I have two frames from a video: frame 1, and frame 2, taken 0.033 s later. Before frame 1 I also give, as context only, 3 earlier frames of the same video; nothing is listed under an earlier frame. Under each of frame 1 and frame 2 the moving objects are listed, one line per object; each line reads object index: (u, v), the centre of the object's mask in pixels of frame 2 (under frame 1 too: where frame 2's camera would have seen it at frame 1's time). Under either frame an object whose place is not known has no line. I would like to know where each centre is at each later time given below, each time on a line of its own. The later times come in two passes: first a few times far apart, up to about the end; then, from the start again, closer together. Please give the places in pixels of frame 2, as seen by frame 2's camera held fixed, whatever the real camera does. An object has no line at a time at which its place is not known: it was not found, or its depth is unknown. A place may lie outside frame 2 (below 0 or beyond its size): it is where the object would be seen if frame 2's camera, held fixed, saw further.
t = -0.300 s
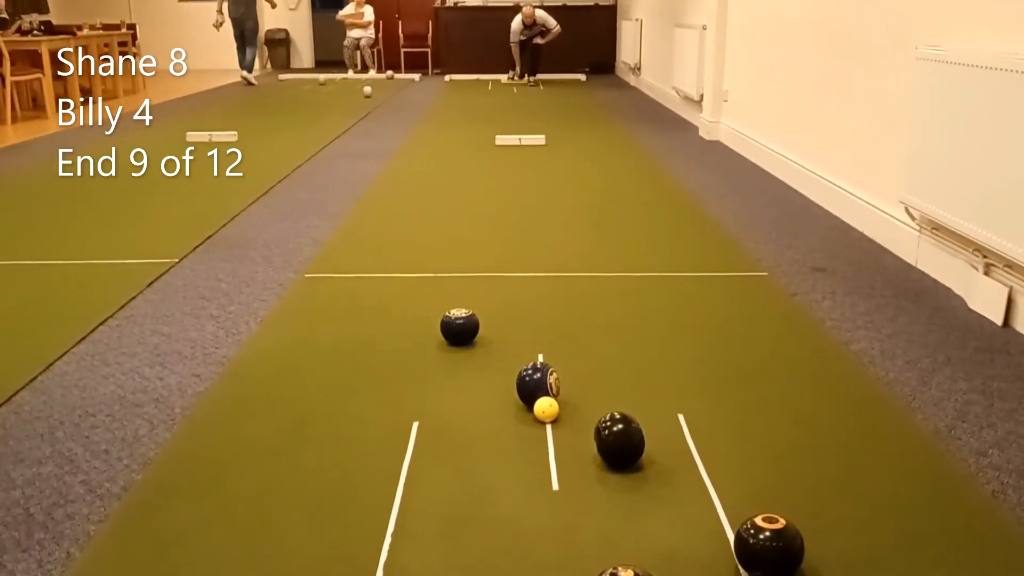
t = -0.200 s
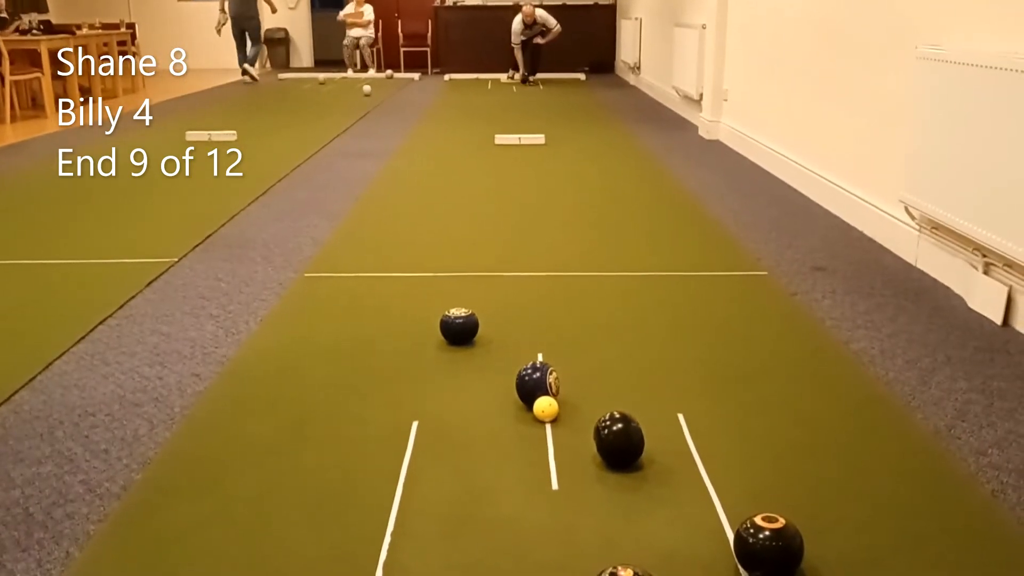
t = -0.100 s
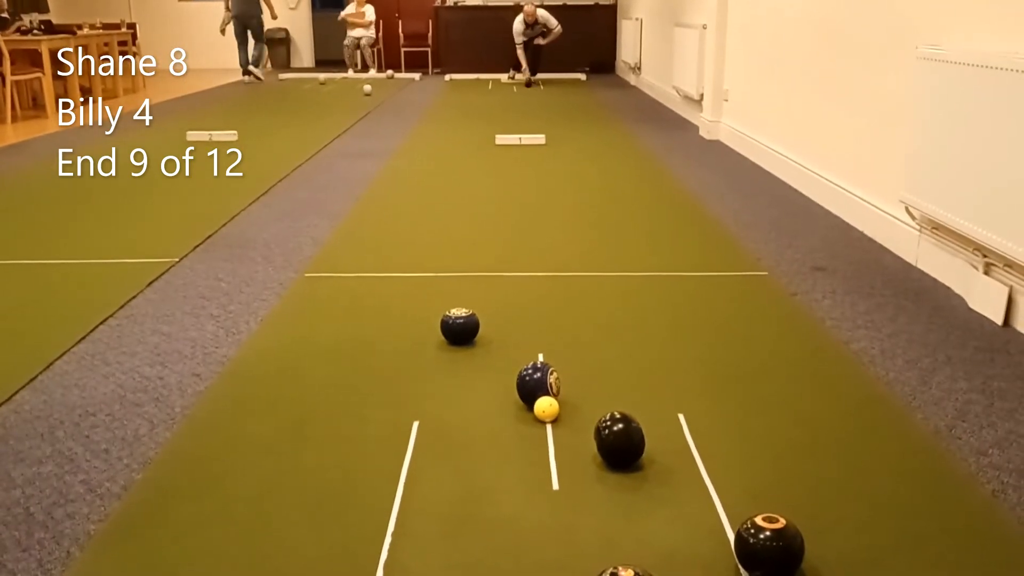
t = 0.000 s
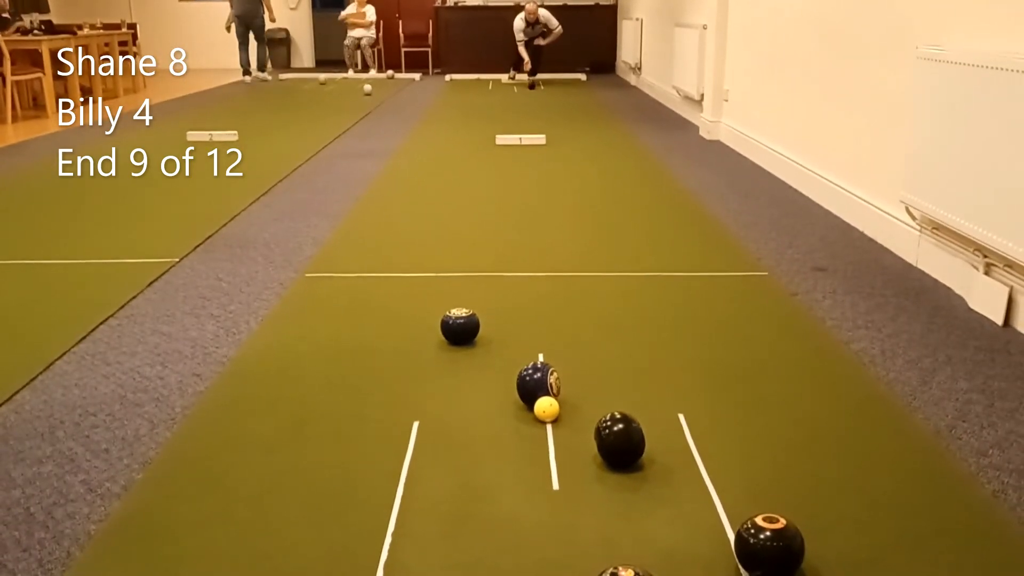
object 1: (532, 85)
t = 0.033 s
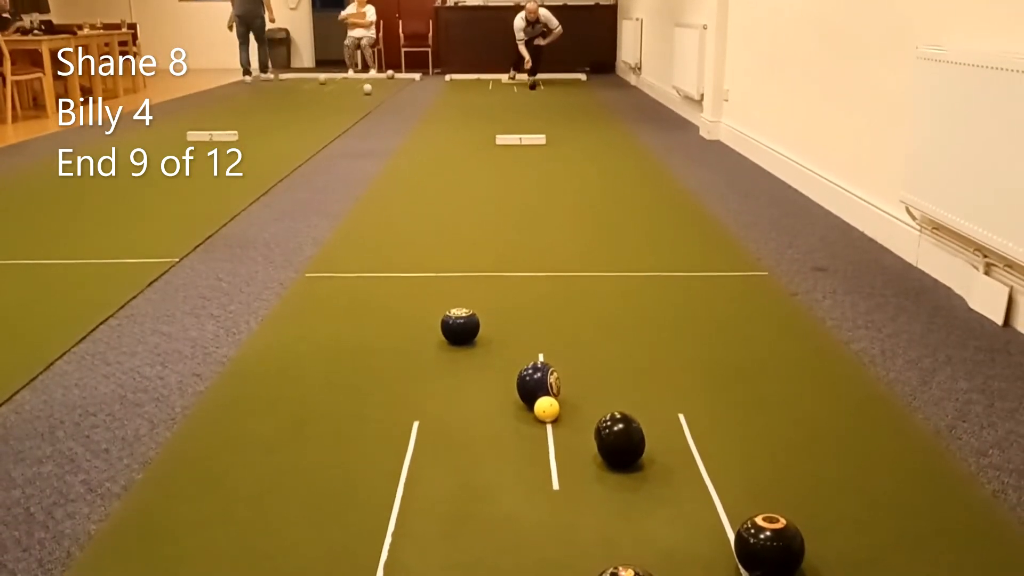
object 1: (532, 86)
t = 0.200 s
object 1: (537, 87)
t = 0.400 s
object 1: (543, 91)
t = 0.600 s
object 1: (548, 95)
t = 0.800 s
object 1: (554, 98)
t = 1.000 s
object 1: (560, 101)
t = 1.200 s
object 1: (565, 105)
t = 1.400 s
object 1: (572, 109)
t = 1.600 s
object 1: (578, 113)
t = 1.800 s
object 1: (585, 118)
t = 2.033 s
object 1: (593, 123)
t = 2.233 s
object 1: (600, 129)
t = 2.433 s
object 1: (606, 134)
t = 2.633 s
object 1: (613, 140)
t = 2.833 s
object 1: (619, 147)
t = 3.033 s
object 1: (626, 154)
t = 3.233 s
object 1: (631, 161)
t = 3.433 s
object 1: (637, 169)
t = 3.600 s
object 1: (642, 176)
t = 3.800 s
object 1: (646, 185)
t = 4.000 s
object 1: (651, 194)
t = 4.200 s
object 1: (657, 204)
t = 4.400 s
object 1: (662, 215)
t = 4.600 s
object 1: (665, 226)
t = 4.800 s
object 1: (669, 237)
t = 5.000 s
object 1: (674, 250)
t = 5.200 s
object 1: (679, 263)
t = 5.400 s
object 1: (684, 277)
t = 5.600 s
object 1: (688, 293)
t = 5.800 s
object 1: (692, 308)
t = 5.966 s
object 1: (694, 321)
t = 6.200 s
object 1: (696, 340)
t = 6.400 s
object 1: (696, 358)
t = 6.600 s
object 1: (695, 375)
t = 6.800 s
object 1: (692, 393)
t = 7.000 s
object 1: (688, 411)
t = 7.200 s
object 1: (685, 428)
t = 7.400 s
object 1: (679, 444)
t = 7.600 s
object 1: (672, 459)
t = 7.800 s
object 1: (665, 474)
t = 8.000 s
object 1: (657, 487)
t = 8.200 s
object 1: (650, 501)
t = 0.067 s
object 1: (533, 85)
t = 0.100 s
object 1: (535, 86)
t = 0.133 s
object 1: (535, 86)
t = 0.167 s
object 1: (536, 87)
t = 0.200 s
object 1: (537, 87)
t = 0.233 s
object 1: (538, 88)
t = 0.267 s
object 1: (539, 88)
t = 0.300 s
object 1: (540, 89)
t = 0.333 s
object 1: (541, 90)
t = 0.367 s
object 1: (542, 91)
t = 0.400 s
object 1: (543, 91)
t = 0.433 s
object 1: (543, 91)
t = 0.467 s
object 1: (544, 91)
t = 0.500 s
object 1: (544, 93)
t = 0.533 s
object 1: (546, 94)
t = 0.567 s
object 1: (547, 94)
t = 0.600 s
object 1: (548, 95)
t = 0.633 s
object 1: (549, 95)
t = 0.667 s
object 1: (550, 96)
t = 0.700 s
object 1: (551, 96)
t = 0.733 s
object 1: (552, 97)
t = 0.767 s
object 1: (553, 97)
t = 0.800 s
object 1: (554, 98)
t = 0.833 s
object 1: (555, 99)
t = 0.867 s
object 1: (557, 100)
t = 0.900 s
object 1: (558, 100)
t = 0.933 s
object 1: (559, 101)
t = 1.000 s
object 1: (560, 101)
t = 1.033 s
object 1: (561, 102)
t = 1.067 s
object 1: (561, 102)
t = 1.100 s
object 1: (563, 103)
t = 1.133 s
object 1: (564, 104)
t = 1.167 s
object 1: (565, 104)
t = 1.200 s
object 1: (565, 105)
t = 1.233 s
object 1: (567, 106)
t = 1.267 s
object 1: (568, 106)
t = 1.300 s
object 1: (569, 107)
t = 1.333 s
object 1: (570, 108)
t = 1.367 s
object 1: (571, 108)
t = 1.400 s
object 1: (572, 109)
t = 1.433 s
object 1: (573, 110)
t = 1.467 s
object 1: (574, 110)
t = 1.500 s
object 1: (575, 111)
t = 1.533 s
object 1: (576, 112)
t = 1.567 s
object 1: (577, 112)
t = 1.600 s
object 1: (578, 113)
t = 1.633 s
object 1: (580, 114)
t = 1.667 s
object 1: (581, 115)
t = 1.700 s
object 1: (582, 116)
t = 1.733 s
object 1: (583, 116)
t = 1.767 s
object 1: (584, 117)
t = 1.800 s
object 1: (585, 118)
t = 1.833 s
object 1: (586, 119)
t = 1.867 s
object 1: (587, 120)
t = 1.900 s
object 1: (588, 120)
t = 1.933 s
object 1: (590, 121)
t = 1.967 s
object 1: (590, 122)
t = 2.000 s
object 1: (592, 123)
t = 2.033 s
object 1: (593, 123)
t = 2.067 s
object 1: (594, 124)
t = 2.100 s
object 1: (595, 125)
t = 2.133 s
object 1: (596, 126)
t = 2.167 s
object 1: (597, 127)
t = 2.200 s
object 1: (598, 128)
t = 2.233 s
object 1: (600, 129)
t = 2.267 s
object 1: (600, 130)
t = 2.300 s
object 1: (602, 131)
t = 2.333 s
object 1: (603, 131)
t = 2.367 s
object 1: (604, 133)
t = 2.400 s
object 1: (605, 133)
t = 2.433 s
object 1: (606, 134)
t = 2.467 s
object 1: (607, 136)
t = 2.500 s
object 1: (608, 136)
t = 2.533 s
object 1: (609, 138)
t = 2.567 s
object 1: (610, 139)
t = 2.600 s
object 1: (612, 140)
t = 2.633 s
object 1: (613, 140)
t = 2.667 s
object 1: (614, 142)
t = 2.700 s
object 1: (615, 143)
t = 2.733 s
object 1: (616, 144)
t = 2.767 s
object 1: (617, 145)
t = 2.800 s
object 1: (618, 146)
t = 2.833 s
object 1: (619, 147)
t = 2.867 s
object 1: (621, 148)
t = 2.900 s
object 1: (621, 149)
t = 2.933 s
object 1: (622, 150)
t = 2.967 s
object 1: (623, 151)
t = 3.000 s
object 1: (625, 153)
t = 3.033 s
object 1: (626, 154)
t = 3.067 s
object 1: (627, 155)
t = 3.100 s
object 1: (628, 156)
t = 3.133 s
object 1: (629, 157)
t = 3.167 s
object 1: (630, 158)
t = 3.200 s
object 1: (631, 160)
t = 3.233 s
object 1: (631, 161)
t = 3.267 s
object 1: (632, 162)
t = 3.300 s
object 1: (633, 163)
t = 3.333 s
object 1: (635, 165)
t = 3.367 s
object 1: (635, 166)
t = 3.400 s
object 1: (636, 167)
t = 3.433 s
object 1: (637, 169)
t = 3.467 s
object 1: (638, 170)
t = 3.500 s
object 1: (639, 172)
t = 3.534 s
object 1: (640, 173)
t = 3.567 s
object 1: (641, 174)
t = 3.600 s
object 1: (642, 176)
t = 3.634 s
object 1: (642, 177)
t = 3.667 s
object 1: (643, 179)
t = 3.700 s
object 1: (644, 180)
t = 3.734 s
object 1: (645, 181)
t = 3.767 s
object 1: (646, 183)
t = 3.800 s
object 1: (646, 185)
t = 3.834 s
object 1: (647, 186)
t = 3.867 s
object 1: (648, 188)
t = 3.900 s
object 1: (649, 189)
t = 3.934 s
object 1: (650, 191)
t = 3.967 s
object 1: (651, 192)
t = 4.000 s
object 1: (651, 194)
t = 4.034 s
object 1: (653, 196)
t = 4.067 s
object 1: (654, 198)
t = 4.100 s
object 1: (655, 199)
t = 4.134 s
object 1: (656, 201)
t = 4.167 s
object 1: (656, 203)
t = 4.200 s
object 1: (657, 204)
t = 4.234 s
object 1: (658, 206)
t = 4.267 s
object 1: (658, 208)
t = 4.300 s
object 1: (659, 209)
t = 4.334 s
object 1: (660, 211)
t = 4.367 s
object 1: (660, 213)
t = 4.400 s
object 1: (662, 215)
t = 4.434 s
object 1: (662, 217)
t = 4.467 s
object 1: (663, 219)
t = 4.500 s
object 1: (664, 220)
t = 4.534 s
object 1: (664, 222)
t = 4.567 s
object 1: (665, 224)
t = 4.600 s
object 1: (665, 226)
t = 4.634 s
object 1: (666, 228)
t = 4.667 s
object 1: (667, 230)
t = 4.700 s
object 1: (668, 232)
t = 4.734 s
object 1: (668, 234)
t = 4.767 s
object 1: (669, 236)
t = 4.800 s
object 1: (669, 237)
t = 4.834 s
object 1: (670, 240)
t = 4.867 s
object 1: (671, 242)
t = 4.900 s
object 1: (672, 244)
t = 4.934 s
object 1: (673, 246)
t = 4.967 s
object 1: (673, 248)
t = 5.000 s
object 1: (674, 250)
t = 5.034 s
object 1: (675, 252)
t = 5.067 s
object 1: (676, 255)
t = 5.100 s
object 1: (677, 257)
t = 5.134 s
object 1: (677, 259)
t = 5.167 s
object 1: (678, 261)
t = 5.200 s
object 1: (679, 263)
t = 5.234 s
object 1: (680, 266)
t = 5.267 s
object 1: (681, 268)
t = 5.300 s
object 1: (682, 271)
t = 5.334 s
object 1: (682, 273)
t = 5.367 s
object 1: (683, 275)
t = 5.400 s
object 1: (684, 277)
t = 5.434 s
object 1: (685, 280)
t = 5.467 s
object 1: (685, 282)
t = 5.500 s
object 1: (686, 285)
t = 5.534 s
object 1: (687, 287)
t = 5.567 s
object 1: (688, 290)
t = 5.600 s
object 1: (688, 293)
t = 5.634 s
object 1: (689, 295)
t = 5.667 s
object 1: (690, 297)
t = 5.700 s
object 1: (691, 301)
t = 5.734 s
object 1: (691, 303)
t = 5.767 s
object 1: (692, 306)
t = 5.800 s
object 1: (692, 308)
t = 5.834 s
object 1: (692, 311)
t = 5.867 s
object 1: (693, 313)
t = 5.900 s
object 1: (693, 316)
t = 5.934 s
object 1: (694, 318)
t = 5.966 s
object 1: (694, 321)
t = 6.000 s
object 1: (695, 324)
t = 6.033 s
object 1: (695, 326)
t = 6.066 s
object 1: (696, 329)
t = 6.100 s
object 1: (696, 332)
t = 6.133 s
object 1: (696, 335)
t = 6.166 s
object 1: (696, 338)
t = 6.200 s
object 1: (696, 340)
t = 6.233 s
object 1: (696, 344)
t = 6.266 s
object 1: (696, 346)
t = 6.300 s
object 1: (696, 349)
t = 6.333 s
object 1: (696, 352)
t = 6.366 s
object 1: (696, 355)
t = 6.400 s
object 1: (696, 358)
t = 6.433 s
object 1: (696, 360)
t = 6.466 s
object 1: (696, 363)
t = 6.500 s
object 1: (696, 366)
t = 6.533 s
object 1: (695, 369)
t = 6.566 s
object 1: (695, 372)
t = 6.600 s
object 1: (695, 375)
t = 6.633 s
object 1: (694, 378)
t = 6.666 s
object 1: (695, 381)
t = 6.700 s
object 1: (694, 384)
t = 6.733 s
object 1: (693, 387)
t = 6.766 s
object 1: (693, 390)
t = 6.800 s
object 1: (692, 393)
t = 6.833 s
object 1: (691, 396)
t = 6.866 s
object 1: (690, 399)
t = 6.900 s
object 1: (690, 402)
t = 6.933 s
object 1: (689, 405)
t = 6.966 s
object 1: (689, 408)
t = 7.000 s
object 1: (688, 411)
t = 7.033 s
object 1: (688, 413)
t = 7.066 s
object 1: (688, 416)
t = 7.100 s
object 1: (687, 420)
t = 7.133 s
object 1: (686, 422)
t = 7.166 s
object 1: (686, 425)
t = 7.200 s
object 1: (685, 428)
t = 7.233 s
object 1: (684, 430)
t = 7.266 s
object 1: (683, 433)
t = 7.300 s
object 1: (682, 436)
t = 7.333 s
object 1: (681, 439)
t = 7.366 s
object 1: (680, 441)
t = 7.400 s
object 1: (679, 444)
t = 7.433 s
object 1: (678, 446)
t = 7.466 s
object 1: (677, 450)
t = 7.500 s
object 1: (676, 452)
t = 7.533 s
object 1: (675, 454)
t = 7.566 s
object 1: (673, 457)
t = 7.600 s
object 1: (672, 459)
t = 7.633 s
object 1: (671, 462)
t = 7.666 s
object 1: (670, 464)
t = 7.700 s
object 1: (668, 467)
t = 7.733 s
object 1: (667, 469)
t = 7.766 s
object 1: (666, 471)
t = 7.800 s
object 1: (665, 474)
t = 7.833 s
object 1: (664, 477)
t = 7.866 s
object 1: (663, 479)
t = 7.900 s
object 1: (660, 480)
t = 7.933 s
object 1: (660, 483)
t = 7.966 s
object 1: (659, 487)
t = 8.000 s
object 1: (657, 487)
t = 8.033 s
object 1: (656, 489)
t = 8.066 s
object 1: (655, 493)
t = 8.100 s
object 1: (654, 494)
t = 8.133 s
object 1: (653, 497)
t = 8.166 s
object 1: (652, 499)
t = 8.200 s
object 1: (650, 501)
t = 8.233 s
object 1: (648, 503)
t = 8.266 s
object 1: (647, 504)
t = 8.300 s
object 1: (645, 504)
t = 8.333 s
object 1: (644, 507)
